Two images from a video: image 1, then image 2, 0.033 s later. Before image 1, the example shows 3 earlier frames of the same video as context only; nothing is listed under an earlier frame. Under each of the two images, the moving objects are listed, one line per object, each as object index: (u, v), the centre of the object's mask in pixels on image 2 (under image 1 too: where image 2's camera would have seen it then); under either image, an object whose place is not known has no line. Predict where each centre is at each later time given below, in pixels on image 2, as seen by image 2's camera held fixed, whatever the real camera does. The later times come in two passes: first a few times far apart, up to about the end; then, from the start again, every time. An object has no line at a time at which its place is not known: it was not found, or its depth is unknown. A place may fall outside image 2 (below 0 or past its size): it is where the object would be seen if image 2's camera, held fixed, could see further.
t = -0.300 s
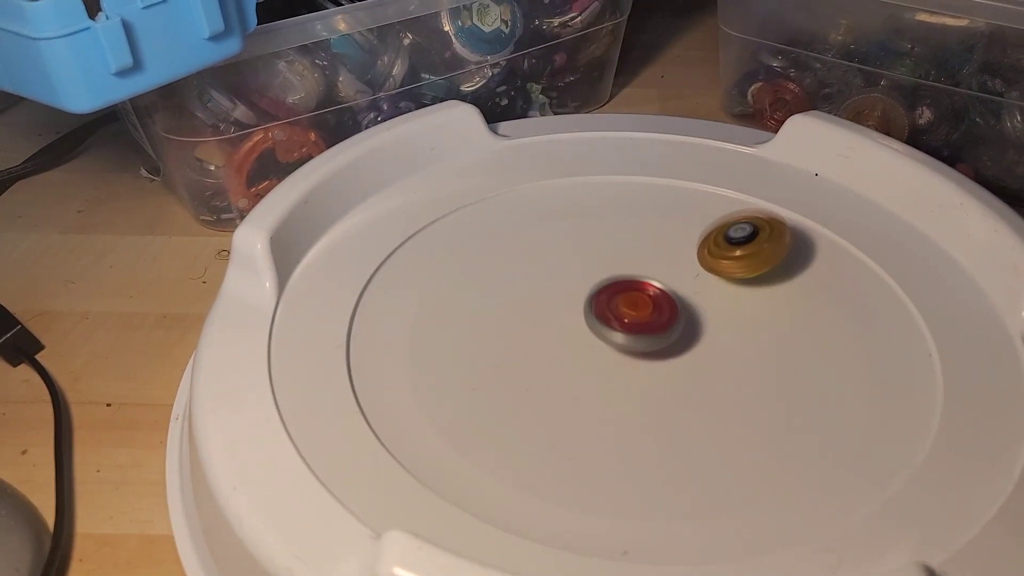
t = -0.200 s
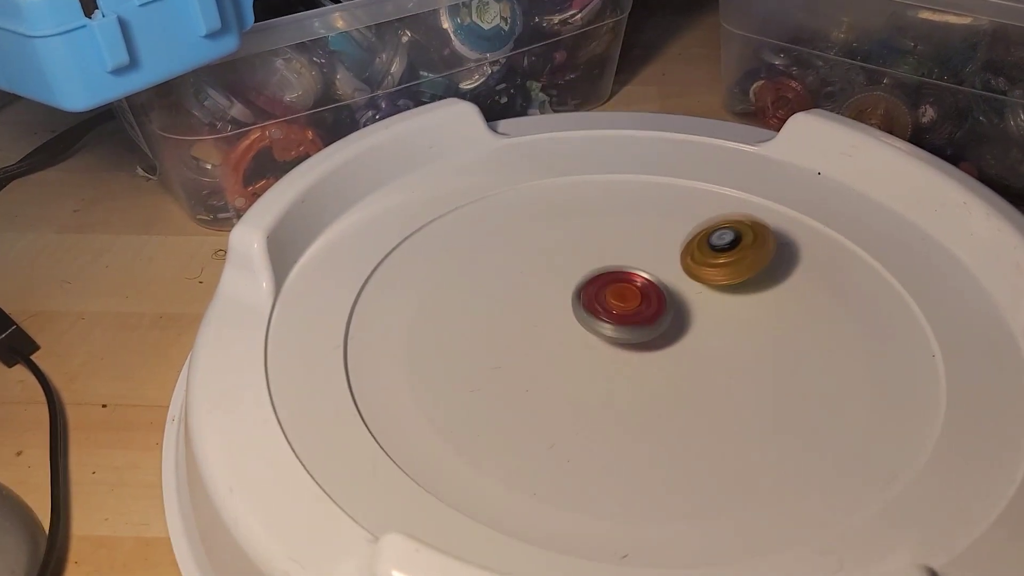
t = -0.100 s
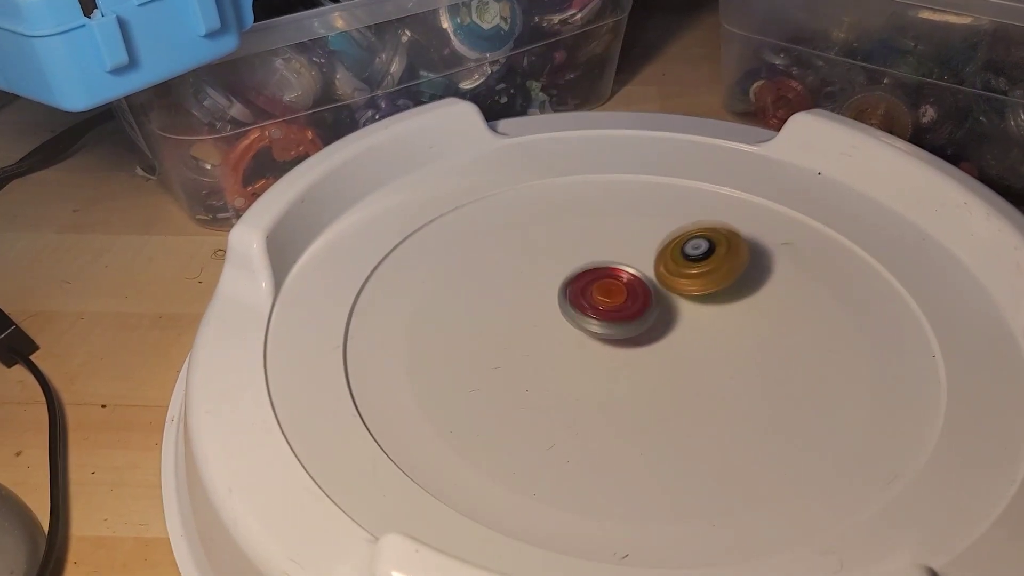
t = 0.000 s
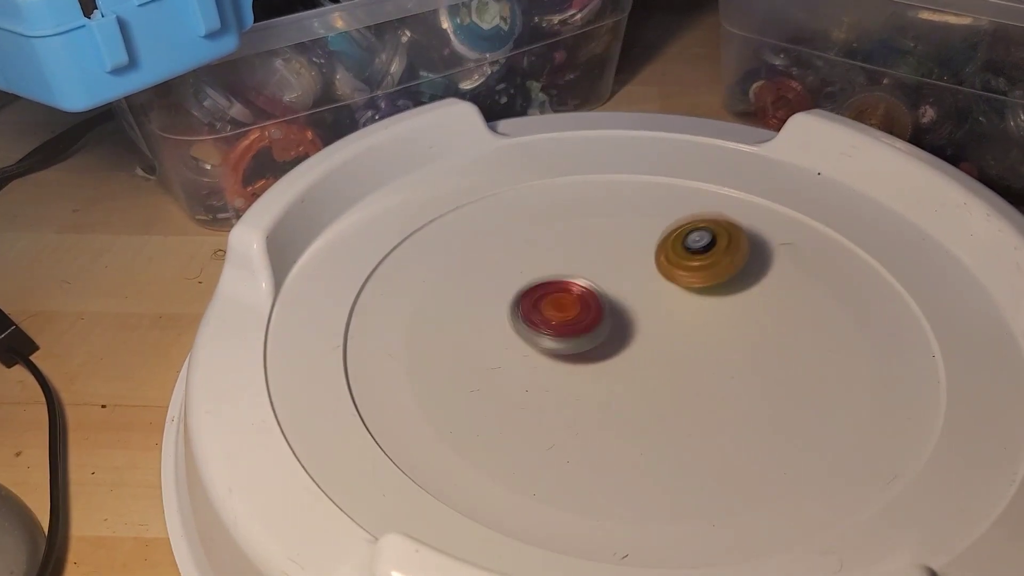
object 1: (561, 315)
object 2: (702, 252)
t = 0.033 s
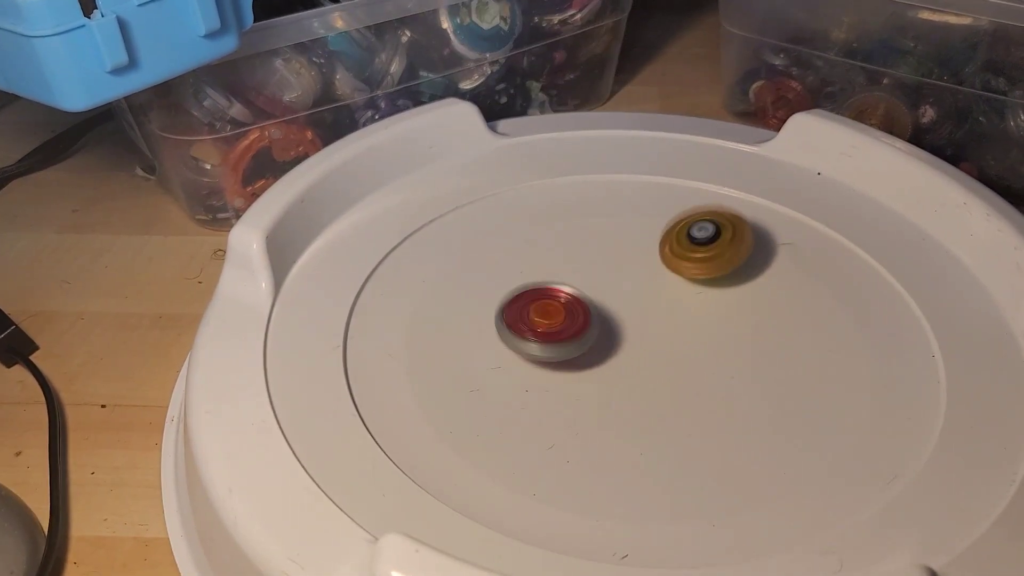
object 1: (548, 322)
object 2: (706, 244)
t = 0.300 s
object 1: (582, 375)
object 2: (703, 205)
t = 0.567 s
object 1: (672, 366)
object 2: (655, 233)
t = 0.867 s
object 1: (668, 307)
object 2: (542, 265)
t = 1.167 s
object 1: (596, 300)
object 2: (461, 268)
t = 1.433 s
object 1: (583, 346)
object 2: (448, 275)
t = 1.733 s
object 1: (659, 362)
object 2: (513, 342)
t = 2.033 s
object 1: (683, 326)
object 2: (540, 424)
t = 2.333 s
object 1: (629, 313)
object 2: (545, 431)
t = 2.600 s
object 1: (603, 331)
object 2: (668, 403)
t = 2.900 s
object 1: (595, 347)
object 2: (779, 442)
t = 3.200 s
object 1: (627, 351)
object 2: (725, 402)
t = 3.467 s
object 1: (572, 323)
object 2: (788, 362)
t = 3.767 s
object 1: (582, 347)
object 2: (764, 321)
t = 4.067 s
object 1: (628, 336)
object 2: (716, 272)
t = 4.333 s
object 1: (632, 312)
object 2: (690, 254)
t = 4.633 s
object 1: (612, 339)
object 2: (661, 275)
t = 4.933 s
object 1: (586, 443)
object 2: (669, 269)
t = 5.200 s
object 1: (696, 441)
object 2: (569, 304)
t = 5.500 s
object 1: (748, 384)
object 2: (504, 269)
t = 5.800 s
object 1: (707, 326)
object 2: (578, 322)
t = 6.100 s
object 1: (625, 301)
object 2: (558, 403)
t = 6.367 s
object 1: (562, 313)
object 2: (523, 380)
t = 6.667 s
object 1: (611, 204)
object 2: (507, 430)
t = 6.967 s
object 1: (545, 226)
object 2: (638, 372)
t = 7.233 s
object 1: (515, 263)
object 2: (775, 366)
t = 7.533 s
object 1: (557, 322)
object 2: (808, 388)
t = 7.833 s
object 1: (443, 294)
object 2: (845, 341)
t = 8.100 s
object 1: (396, 326)
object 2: (792, 370)
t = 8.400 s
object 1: (478, 411)
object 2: (641, 299)
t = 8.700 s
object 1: (617, 448)
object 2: (610, 217)
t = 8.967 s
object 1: (719, 428)
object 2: (649, 239)
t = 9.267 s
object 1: (767, 373)
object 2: (572, 333)
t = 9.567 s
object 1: (737, 316)
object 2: (465, 351)
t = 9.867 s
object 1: (662, 289)
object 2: (500, 337)
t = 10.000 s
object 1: (627, 288)
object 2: (574, 355)
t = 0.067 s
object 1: (543, 329)
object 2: (708, 236)
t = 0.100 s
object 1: (543, 337)
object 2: (709, 228)
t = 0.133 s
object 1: (545, 344)
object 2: (709, 222)
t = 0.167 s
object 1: (548, 351)
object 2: (709, 216)
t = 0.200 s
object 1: (554, 358)
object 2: (708, 211)
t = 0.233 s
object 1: (562, 364)
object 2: (706, 208)
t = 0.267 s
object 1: (571, 370)
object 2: (704, 206)
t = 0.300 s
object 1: (582, 375)
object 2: (703, 205)
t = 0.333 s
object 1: (593, 378)
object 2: (699, 206)
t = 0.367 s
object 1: (606, 381)
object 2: (696, 208)
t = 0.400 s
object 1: (619, 382)
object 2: (691, 211)
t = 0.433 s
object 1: (632, 381)
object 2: (686, 214)
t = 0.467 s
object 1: (644, 380)
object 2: (681, 218)
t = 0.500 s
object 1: (659, 374)
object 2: (670, 224)
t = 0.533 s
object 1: (664, 371)
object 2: (665, 227)
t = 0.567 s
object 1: (672, 366)
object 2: (655, 233)
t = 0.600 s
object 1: (679, 360)
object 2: (645, 238)
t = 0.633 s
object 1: (683, 354)
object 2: (633, 243)
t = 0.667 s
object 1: (686, 347)
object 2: (621, 248)
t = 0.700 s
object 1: (688, 340)
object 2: (609, 252)
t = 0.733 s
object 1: (688, 333)
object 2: (595, 256)
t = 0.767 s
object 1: (685, 326)
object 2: (582, 259)
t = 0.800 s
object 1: (682, 319)
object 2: (569, 262)
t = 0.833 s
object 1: (676, 313)
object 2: (555, 264)
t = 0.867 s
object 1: (668, 307)
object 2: (542, 265)
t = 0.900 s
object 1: (660, 303)
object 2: (529, 266)
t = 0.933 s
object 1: (652, 299)
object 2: (518, 267)
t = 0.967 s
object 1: (644, 296)
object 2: (507, 268)
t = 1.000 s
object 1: (634, 295)
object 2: (497, 268)
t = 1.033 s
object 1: (625, 294)
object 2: (488, 268)
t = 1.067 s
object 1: (617, 294)
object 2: (480, 268)
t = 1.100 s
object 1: (609, 295)
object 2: (473, 268)
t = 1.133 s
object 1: (601, 297)
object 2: (466, 268)
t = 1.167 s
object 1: (596, 300)
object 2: (461, 268)
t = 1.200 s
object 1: (589, 303)
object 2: (456, 268)
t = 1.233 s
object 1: (583, 308)
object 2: (452, 268)
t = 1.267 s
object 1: (579, 314)
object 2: (449, 269)
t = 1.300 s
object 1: (576, 321)
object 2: (447, 269)
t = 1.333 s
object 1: (576, 328)
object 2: (445, 270)
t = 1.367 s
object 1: (576, 334)
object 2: (445, 271)
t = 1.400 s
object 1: (580, 340)
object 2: (446, 273)
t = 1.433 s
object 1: (583, 346)
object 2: (448, 275)
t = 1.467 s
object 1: (589, 351)
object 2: (452, 277)
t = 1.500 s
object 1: (596, 356)
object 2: (457, 281)
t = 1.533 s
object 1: (604, 360)
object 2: (464, 286)
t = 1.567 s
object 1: (612, 363)
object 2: (471, 293)
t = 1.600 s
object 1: (621, 366)
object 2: (479, 301)
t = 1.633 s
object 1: (632, 366)
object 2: (487, 310)
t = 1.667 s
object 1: (641, 366)
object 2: (496, 320)
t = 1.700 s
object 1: (651, 365)
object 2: (505, 331)
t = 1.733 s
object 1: (659, 362)
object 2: (513, 342)
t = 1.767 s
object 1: (667, 360)
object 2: (520, 353)
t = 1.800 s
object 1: (673, 357)
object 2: (526, 364)
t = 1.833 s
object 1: (678, 354)
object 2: (531, 374)
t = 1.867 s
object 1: (681, 349)
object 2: (536, 385)
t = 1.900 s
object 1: (685, 345)
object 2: (538, 395)
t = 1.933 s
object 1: (686, 340)
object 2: (540, 402)
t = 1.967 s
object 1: (687, 335)
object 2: (541, 410)
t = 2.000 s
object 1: (685, 331)
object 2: (541, 417)
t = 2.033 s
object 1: (683, 326)
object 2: (540, 424)
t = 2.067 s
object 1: (679, 322)
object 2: (539, 430)
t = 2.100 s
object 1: (675, 318)
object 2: (538, 434)
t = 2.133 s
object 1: (669, 315)
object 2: (537, 437)
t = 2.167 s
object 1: (662, 312)
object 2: (536, 440)
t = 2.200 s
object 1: (655, 311)
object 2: (536, 440)
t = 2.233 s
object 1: (649, 310)
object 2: (536, 440)
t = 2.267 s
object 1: (642, 310)
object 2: (537, 438)
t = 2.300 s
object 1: (636, 311)
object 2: (540, 436)
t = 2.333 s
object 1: (629, 313)
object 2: (545, 431)
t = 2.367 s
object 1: (624, 314)
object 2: (552, 426)
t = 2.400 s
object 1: (618, 317)
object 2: (561, 421)
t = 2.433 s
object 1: (614, 320)
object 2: (574, 415)
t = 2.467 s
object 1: (610, 323)
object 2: (589, 409)
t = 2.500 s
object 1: (608, 326)
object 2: (606, 405)
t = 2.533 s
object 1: (606, 328)
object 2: (625, 402)
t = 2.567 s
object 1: (605, 331)
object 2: (644, 399)
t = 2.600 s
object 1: (603, 331)
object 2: (668, 403)
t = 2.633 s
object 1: (599, 327)
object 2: (691, 408)
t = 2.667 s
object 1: (598, 326)
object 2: (712, 414)
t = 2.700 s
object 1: (596, 329)
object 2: (730, 419)
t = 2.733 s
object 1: (594, 332)
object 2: (745, 425)
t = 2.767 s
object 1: (593, 335)
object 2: (756, 428)
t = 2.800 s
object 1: (592, 338)
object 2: (765, 433)
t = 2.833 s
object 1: (592, 342)
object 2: (772, 436)
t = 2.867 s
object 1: (593, 344)
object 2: (777, 440)
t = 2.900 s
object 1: (595, 347)
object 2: (779, 442)
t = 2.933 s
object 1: (599, 349)
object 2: (779, 444)
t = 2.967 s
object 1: (602, 351)
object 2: (776, 444)
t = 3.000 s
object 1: (607, 353)
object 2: (770, 444)
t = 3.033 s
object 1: (611, 355)
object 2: (762, 442)
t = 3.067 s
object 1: (616, 357)
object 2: (751, 436)
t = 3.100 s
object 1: (620, 358)
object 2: (741, 429)
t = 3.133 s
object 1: (624, 358)
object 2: (731, 420)
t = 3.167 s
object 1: (628, 356)
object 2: (722, 410)
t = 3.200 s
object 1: (627, 351)
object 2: (725, 402)
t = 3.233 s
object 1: (610, 334)
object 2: (739, 398)
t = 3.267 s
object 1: (601, 322)
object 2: (751, 394)
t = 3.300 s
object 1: (595, 316)
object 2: (761, 388)
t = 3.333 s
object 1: (591, 313)
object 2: (769, 383)
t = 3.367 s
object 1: (586, 315)
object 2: (776, 377)
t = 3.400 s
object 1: (581, 317)
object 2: (781, 372)
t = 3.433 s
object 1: (576, 320)
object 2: (785, 367)
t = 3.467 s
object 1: (572, 323)
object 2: (788, 362)
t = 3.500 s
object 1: (568, 325)
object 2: (789, 358)
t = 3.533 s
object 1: (565, 328)
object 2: (790, 353)
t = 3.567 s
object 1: (564, 331)
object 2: (789, 349)
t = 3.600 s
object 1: (564, 335)
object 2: (786, 345)
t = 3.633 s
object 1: (566, 338)
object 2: (783, 340)
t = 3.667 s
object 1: (569, 340)
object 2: (779, 336)
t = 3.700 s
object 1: (573, 342)
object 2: (774, 331)
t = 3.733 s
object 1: (577, 345)
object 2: (769, 326)
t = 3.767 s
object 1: (582, 347)
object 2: (764, 321)
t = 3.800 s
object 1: (587, 348)
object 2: (758, 316)
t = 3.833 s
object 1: (592, 349)
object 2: (753, 310)
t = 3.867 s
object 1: (599, 349)
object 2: (747, 305)
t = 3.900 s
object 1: (605, 348)
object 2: (741, 299)
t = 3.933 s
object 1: (611, 347)
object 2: (735, 293)
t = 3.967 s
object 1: (617, 345)
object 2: (730, 288)
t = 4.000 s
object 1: (621, 342)
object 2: (725, 282)
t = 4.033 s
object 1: (625, 339)
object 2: (720, 276)
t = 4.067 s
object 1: (628, 336)
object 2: (716, 272)
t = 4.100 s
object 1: (630, 333)
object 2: (712, 267)
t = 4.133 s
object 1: (632, 329)
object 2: (708, 263)
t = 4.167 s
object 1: (632, 325)
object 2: (704, 259)
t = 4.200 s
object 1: (633, 322)
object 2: (701, 257)
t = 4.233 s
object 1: (633, 319)
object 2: (698, 255)
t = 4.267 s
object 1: (635, 316)
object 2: (696, 253)
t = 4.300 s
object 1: (634, 314)
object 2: (693, 253)
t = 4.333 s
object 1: (632, 312)
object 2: (690, 254)
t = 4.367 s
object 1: (620, 318)
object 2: (693, 249)
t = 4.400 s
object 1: (609, 324)
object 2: (695, 246)
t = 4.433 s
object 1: (604, 327)
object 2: (694, 245)
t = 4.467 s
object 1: (603, 328)
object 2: (692, 248)
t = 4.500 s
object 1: (605, 330)
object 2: (690, 252)
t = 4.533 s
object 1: (607, 332)
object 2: (686, 258)
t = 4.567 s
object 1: (609, 334)
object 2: (679, 264)
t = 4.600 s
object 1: (611, 337)
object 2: (671, 270)
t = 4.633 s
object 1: (612, 339)
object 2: (661, 275)
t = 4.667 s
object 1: (592, 362)
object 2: (666, 262)
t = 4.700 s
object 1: (572, 383)
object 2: (670, 250)
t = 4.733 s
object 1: (558, 400)
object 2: (672, 244)
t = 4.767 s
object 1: (548, 414)
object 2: (674, 242)
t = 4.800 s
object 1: (544, 422)
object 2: (675, 244)
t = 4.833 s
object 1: (548, 429)
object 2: (676, 248)
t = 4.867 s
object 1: (558, 434)
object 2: (675, 254)
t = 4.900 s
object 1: (571, 439)
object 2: (674, 261)
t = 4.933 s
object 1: (586, 443)
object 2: (669, 269)
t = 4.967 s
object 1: (602, 446)
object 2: (662, 278)
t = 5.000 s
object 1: (615, 448)
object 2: (652, 286)
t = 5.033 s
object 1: (630, 449)
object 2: (640, 293)
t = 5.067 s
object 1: (644, 449)
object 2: (626, 298)
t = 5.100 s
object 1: (660, 449)
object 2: (612, 301)
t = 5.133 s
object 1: (672, 447)
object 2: (597, 304)
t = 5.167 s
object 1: (685, 445)
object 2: (582, 304)
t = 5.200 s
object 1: (696, 441)
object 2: (569, 304)
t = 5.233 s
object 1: (708, 436)
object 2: (555, 302)
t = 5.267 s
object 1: (717, 431)
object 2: (542, 299)
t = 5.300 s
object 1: (726, 426)
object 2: (529, 296)
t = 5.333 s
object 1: (731, 419)
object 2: (519, 292)
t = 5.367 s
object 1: (737, 413)
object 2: (511, 287)
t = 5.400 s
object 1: (743, 406)
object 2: (504, 282)
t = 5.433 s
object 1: (745, 399)
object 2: (501, 277)
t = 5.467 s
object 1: (747, 391)
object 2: (501, 273)
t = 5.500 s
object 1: (748, 384)
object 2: (504, 269)
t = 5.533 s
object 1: (749, 377)
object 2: (509, 268)
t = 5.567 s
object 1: (747, 369)
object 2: (517, 268)
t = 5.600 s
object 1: (744, 362)
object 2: (526, 271)
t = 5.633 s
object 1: (740, 355)
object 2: (536, 275)
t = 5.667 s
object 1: (736, 348)
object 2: (546, 283)
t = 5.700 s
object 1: (730, 342)
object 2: (555, 291)
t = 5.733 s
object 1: (723, 336)
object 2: (563, 301)
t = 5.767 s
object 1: (715, 331)
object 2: (571, 312)
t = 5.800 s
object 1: (707, 326)
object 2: (578, 322)
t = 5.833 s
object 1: (699, 321)
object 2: (583, 333)
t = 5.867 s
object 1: (690, 317)
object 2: (586, 344)
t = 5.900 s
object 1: (681, 313)
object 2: (587, 356)
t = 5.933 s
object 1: (671, 310)
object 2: (587, 365)
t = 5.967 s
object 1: (662, 307)
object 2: (584, 374)
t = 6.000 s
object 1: (653, 305)
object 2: (579, 383)
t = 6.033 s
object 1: (643, 303)
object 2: (574, 392)
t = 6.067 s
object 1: (634, 302)
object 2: (567, 399)
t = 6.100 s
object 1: (625, 301)
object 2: (558, 403)
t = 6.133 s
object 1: (616, 301)
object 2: (548, 406)
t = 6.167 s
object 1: (607, 301)
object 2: (538, 407)
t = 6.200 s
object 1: (598, 302)
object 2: (529, 406)
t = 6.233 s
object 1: (590, 303)
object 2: (521, 403)
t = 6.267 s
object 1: (582, 305)
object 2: (516, 398)
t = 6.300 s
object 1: (574, 307)
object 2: (515, 391)
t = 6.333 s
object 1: (567, 310)
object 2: (518, 387)
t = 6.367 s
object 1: (562, 313)
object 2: (523, 380)
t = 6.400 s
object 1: (562, 308)
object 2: (528, 384)
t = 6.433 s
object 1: (575, 277)
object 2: (522, 408)
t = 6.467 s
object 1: (588, 251)
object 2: (519, 427)
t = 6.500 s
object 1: (598, 231)
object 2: (519, 439)
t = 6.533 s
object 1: (607, 217)
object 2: (518, 444)
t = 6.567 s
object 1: (613, 208)
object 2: (516, 445)
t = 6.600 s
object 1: (616, 204)
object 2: (512, 442)
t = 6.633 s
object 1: (616, 203)
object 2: (508, 437)
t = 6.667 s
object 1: (611, 204)
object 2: (507, 430)
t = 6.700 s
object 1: (606, 208)
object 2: (510, 422)
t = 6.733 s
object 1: (599, 212)
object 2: (517, 413)
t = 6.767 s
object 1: (591, 215)
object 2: (528, 406)
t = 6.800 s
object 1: (584, 219)
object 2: (543, 398)
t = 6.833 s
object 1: (576, 221)
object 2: (559, 391)
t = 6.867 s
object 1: (569, 223)
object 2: (579, 385)
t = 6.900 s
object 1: (560, 224)
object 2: (598, 379)
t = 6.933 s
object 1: (552, 225)
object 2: (618, 375)
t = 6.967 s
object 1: (545, 226)
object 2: (638, 372)
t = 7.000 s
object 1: (539, 228)
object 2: (656, 368)
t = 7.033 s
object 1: (533, 231)
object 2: (675, 366)
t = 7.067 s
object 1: (527, 235)
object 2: (694, 365)
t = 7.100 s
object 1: (523, 239)
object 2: (713, 364)
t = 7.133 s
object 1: (519, 244)
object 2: (731, 363)
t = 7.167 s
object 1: (516, 250)
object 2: (747, 364)
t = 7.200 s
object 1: (516, 256)
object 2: (762, 365)
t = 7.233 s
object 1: (515, 263)
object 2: (775, 366)
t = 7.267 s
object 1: (515, 270)
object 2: (789, 367)
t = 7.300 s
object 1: (517, 277)
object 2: (802, 368)
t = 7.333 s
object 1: (520, 285)
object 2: (812, 371)
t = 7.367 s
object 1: (524, 292)
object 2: (821, 373)
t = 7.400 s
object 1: (530, 299)
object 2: (827, 377)
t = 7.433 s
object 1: (536, 305)
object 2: (829, 382)
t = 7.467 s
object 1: (543, 312)
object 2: (826, 384)
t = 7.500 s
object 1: (550, 317)
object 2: (820, 387)
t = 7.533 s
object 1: (557, 322)
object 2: (808, 388)
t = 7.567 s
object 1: (565, 328)
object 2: (793, 388)
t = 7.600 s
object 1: (574, 332)
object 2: (775, 386)
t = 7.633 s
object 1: (583, 337)
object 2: (756, 382)
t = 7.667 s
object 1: (592, 341)
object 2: (739, 374)
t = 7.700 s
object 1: (601, 344)
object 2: (722, 364)
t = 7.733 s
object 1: (581, 340)
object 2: (740, 358)
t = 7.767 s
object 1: (526, 322)
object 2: (788, 352)
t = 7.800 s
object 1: (479, 308)
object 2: (823, 345)
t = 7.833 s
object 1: (443, 294)
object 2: (845, 341)
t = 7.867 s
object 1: (417, 284)
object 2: (859, 340)
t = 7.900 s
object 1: (401, 278)
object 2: (866, 343)
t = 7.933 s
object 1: (392, 279)
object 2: (869, 349)
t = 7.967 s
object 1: (391, 286)
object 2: (863, 355)
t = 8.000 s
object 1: (391, 296)
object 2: (853, 363)
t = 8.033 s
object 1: (392, 306)
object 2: (836, 367)
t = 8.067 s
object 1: (393, 316)
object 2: (816, 370)
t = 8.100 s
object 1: (396, 326)
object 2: (792, 370)
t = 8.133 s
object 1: (399, 335)
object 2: (768, 367)
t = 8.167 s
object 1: (403, 344)
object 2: (745, 363)
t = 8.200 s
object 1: (410, 356)
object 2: (723, 356)
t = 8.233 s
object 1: (419, 367)
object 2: (705, 348)
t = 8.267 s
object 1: (427, 377)
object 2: (687, 340)
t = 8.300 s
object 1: (437, 386)
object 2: (673, 329)
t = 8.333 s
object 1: (450, 395)
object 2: (660, 319)
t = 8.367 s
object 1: (464, 404)
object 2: (649, 310)
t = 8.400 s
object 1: (478, 411)
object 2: (641, 299)
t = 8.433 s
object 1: (494, 418)
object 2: (634, 288)
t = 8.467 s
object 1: (509, 425)
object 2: (628, 278)
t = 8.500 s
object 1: (523, 430)
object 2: (622, 268)
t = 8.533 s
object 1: (539, 436)
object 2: (618, 259)
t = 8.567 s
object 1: (555, 440)
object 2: (614, 250)
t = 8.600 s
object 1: (571, 443)
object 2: (611, 241)
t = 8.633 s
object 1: (587, 445)
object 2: (609, 232)
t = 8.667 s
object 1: (602, 447)
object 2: (609, 224)
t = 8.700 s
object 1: (617, 448)
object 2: (610, 217)
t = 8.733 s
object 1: (632, 448)
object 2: (613, 211)
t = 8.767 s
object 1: (646, 447)
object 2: (618, 206)
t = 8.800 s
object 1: (660, 445)
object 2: (624, 204)
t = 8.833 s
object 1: (674, 443)
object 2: (630, 205)
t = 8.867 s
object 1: (687, 441)
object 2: (638, 209)
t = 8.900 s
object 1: (698, 437)
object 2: (644, 217)
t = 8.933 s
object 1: (710, 433)
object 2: (648, 227)
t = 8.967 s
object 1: (719, 428)
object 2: (649, 239)
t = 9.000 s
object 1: (728, 424)
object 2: (647, 251)
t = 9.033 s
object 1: (736, 419)
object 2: (643, 265)
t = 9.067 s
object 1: (743, 413)
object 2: (637, 277)
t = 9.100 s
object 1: (750, 407)
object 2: (628, 289)
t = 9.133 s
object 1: (756, 401)
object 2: (619, 300)
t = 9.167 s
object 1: (761, 394)
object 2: (607, 309)
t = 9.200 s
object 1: (764, 387)
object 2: (596, 319)
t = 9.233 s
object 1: (766, 380)
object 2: (584, 326)
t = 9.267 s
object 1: (767, 373)
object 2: (572, 333)
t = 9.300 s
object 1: (767, 366)
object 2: (560, 338)
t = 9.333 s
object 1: (766, 359)
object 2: (547, 342)
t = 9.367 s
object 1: (765, 352)
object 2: (534, 345)
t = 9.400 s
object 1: (761, 345)
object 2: (522, 348)
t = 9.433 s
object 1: (758, 339)
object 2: (510, 350)
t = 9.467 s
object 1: (753, 332)
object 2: (498, 351)
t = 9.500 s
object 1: (749, 327)
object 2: (486, 351)
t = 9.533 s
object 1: (743, 322)
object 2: (475, 351)
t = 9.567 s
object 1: (737, 316)
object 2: (465, 351)
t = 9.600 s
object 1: (730, 312)
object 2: (456, 349)
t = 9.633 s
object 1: (722, 308)
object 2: (449, 347)
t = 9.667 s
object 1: (714, 304)
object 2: (444, 344)
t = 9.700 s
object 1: (706, 301)
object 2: (442, 340)
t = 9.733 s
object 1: (698, 297)
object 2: (446, 336)
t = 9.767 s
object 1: (689, 294)
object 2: (455, 334)
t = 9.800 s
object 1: (680, 292)
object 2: (467, 334)
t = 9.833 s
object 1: (672, 290)
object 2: (483, 334)
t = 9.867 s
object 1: (662, 289)
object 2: (500, 337)
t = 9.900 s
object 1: (653, 288)
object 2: (518, 340)
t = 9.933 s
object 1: (645, 287)
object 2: (537, 344)
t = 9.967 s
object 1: (636, 287)
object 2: (556, 349)
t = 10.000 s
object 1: (627, 288)
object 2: (574, 355)
